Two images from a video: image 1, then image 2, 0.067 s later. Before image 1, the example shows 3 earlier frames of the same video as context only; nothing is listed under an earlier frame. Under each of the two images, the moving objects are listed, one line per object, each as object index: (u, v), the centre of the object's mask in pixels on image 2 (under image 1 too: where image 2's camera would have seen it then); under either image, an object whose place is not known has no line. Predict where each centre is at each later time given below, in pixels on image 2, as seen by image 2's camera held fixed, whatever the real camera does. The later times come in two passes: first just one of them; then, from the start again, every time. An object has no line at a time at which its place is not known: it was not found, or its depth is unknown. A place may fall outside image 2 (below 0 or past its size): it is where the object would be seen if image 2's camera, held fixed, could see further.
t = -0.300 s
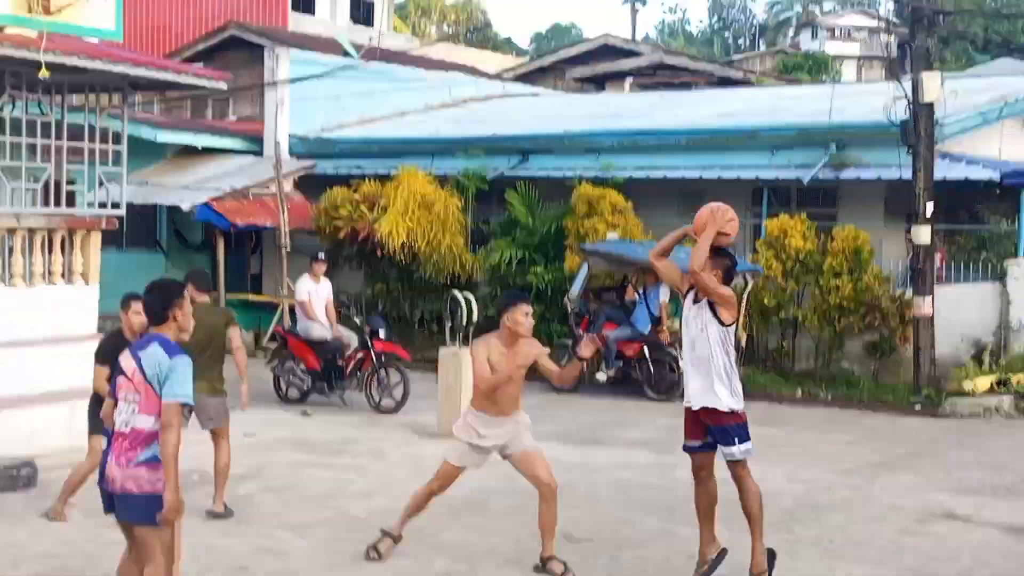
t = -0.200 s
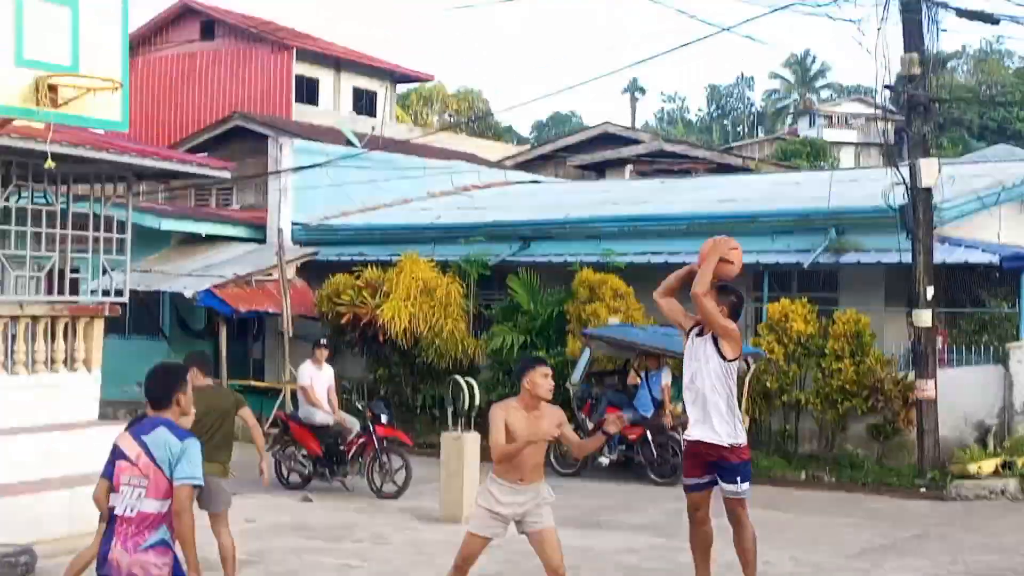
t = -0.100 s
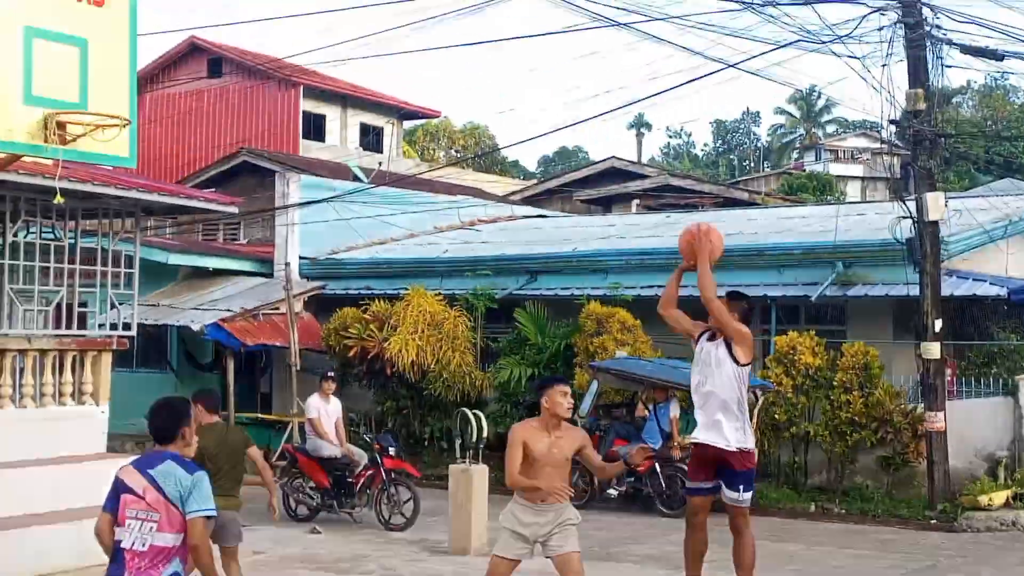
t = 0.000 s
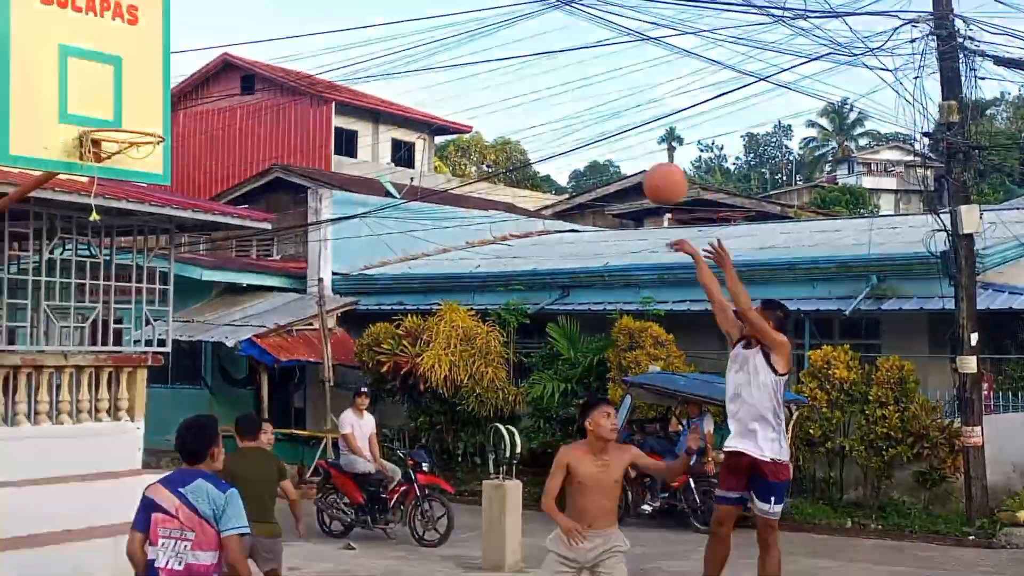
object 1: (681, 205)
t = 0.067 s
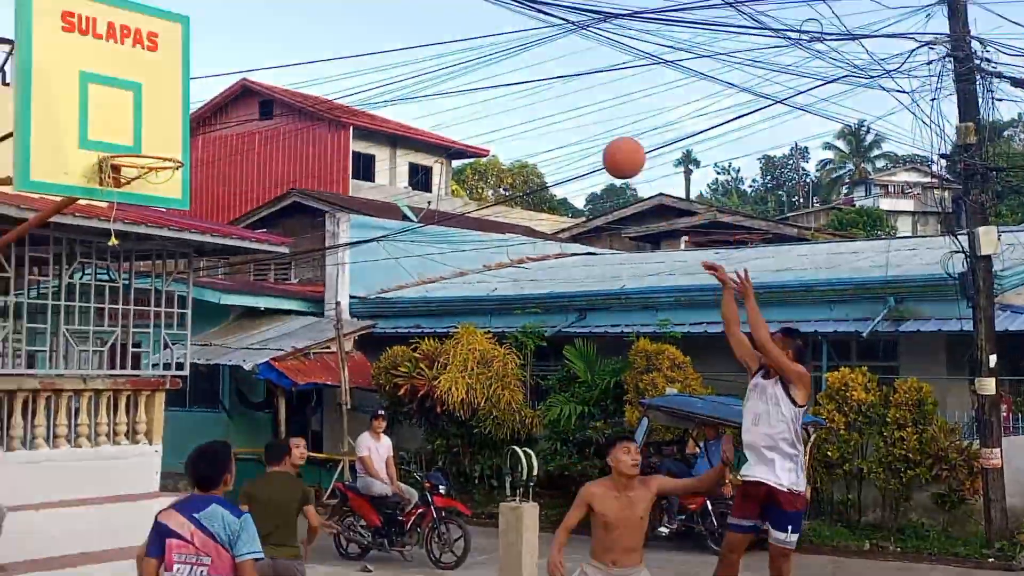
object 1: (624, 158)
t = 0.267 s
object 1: (457, 63)
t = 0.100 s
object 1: (595, 139)
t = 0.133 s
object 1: (567, 120)
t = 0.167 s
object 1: (539, 103)
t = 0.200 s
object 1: (511, 89)
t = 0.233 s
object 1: (484, 74)
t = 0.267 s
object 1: (457, 63)
